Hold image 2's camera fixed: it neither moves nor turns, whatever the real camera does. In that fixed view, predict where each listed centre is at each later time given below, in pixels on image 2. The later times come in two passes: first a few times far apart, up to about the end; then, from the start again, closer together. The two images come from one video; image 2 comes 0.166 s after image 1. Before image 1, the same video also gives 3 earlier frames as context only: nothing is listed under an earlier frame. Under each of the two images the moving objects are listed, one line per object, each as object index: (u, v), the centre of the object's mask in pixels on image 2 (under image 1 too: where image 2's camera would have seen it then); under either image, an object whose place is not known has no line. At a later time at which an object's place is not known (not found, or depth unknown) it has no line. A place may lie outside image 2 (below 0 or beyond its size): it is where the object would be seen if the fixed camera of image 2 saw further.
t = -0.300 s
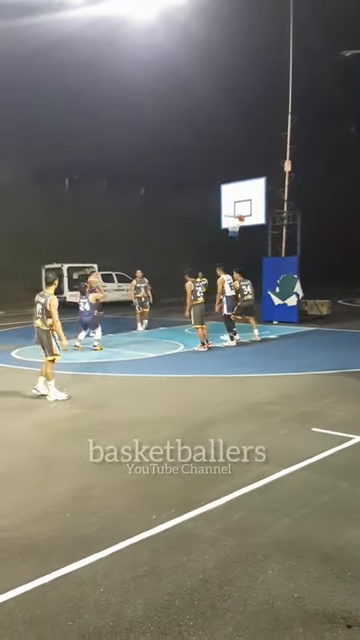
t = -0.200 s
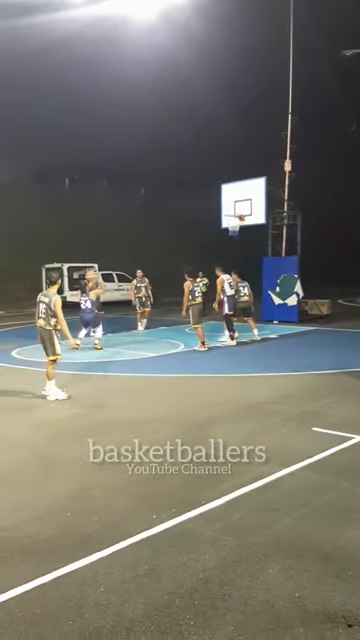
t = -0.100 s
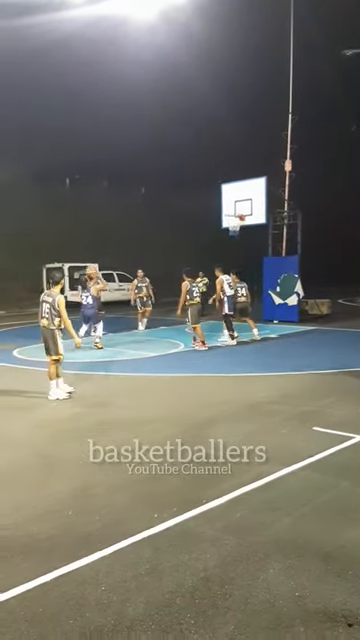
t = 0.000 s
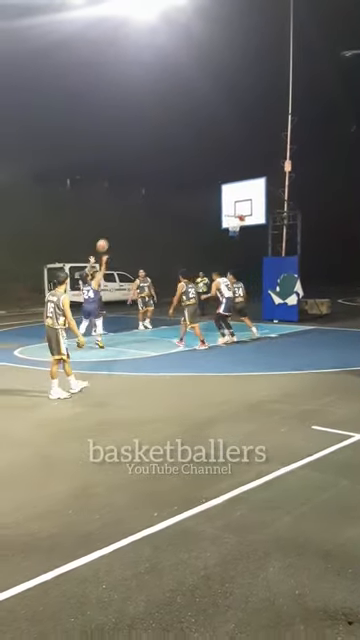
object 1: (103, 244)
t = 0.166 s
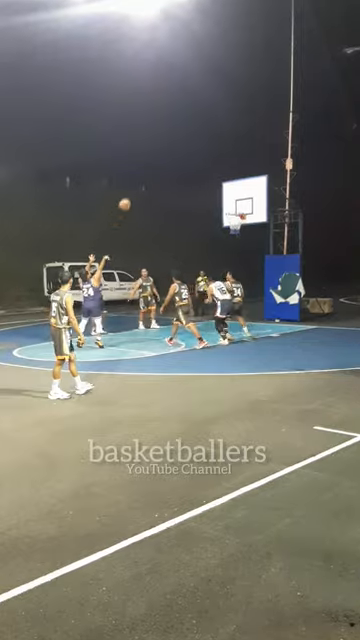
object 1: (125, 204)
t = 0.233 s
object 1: (134, 192)
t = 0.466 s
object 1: (164, 168)
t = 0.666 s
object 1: (187, 166)
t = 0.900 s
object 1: (214, 183)
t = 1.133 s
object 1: (233, 206)
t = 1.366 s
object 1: (237, 205)
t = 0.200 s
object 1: (129, 198)
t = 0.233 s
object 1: (134, 192)
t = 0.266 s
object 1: (138, 187)
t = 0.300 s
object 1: (143, 183)
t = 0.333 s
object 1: (147, 179)
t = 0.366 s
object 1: (151, 175)
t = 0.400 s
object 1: (155, 172)
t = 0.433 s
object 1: (160, 170)
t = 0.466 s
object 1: (164, 168)
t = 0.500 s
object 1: (168, 166)
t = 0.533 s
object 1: (172, 165)
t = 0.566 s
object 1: (176, 165)
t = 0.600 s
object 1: (180, 165)
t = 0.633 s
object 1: (184, 165)
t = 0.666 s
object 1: (187, 166)
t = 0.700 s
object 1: (191, 167)
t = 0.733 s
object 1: (195, 168)
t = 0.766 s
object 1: (199, 171)
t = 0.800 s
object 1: (202, 173)
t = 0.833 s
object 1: (206, 176)
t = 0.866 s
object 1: (209, 179)
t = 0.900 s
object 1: (214, 183)
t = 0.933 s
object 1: (217, 187)
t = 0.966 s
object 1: (220, 191)
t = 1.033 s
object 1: (227, 201)
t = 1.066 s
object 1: (231, 207)
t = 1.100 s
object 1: (232, 207)
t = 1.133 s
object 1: (233, 206)
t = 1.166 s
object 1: (234, 204)
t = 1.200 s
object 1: (234, 204)
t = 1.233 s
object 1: (234, 203)
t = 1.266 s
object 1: (235, 203)
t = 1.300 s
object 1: (236, 204)
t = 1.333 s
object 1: (236, 204)
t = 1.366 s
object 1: (237, 205)
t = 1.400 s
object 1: (238, 207)
